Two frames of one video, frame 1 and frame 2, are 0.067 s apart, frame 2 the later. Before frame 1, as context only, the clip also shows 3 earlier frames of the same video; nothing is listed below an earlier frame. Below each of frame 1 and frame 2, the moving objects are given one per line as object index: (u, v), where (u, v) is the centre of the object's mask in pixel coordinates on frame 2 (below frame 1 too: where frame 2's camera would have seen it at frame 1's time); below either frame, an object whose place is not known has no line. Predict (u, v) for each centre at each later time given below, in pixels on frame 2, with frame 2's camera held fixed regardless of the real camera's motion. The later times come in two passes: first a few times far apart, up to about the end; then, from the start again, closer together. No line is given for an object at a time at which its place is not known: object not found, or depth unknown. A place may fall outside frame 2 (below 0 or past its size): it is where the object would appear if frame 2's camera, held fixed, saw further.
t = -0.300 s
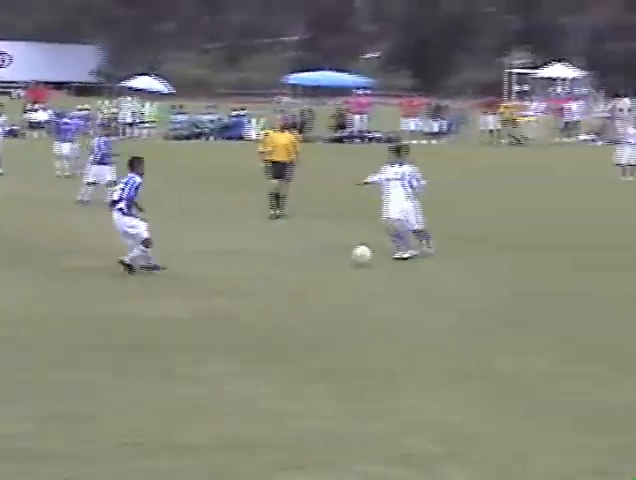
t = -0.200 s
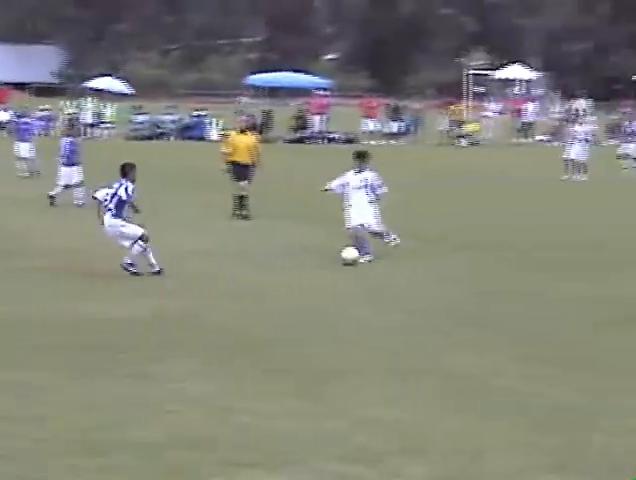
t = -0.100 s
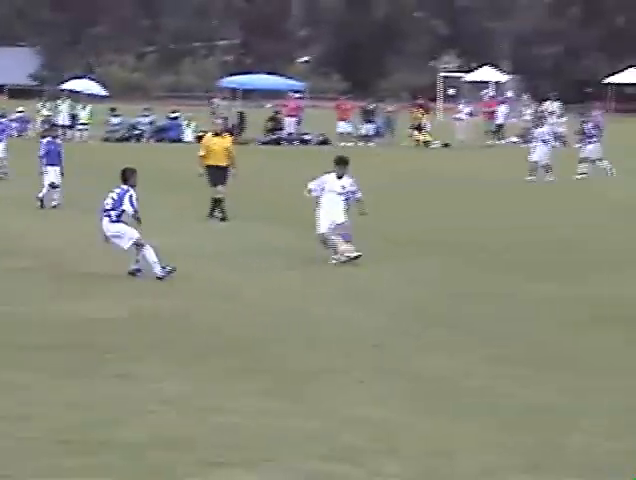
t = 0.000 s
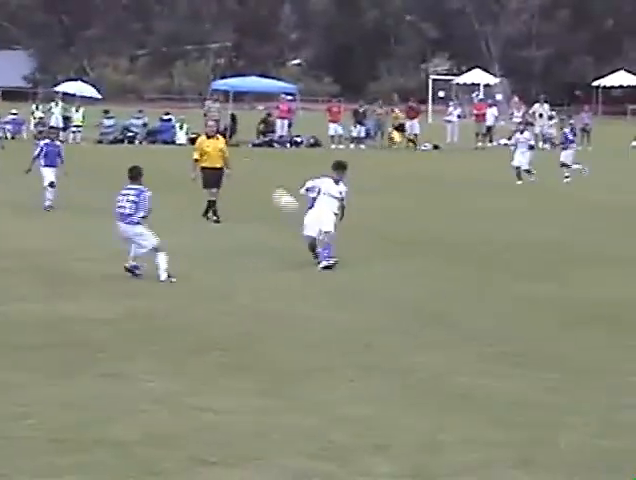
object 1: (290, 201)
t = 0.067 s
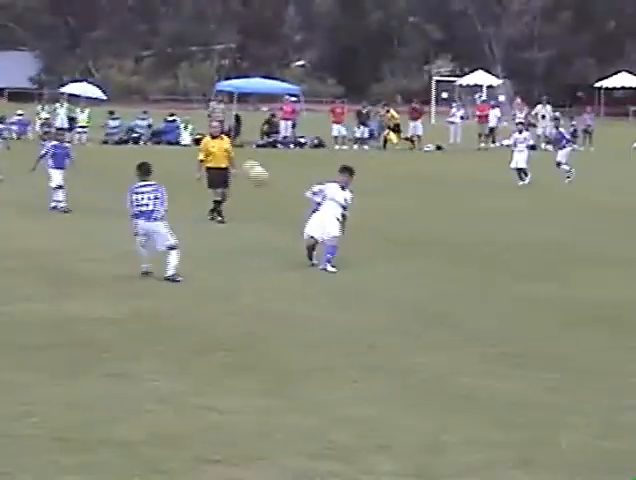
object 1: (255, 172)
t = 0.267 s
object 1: (143, 95)
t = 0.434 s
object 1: (25, 47)
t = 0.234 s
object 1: (164, 106)
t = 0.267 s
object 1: (143, 95)
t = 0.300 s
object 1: (121, 85)
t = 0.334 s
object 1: (99, 74)
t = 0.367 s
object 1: (75, 64)
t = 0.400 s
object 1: (50, 55)
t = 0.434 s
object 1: (25, 47)
